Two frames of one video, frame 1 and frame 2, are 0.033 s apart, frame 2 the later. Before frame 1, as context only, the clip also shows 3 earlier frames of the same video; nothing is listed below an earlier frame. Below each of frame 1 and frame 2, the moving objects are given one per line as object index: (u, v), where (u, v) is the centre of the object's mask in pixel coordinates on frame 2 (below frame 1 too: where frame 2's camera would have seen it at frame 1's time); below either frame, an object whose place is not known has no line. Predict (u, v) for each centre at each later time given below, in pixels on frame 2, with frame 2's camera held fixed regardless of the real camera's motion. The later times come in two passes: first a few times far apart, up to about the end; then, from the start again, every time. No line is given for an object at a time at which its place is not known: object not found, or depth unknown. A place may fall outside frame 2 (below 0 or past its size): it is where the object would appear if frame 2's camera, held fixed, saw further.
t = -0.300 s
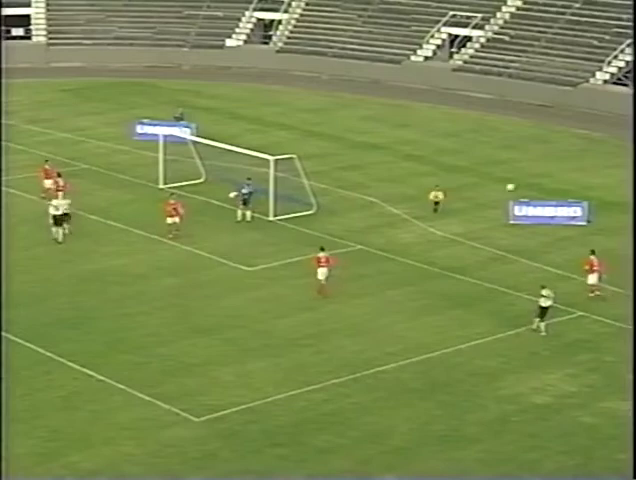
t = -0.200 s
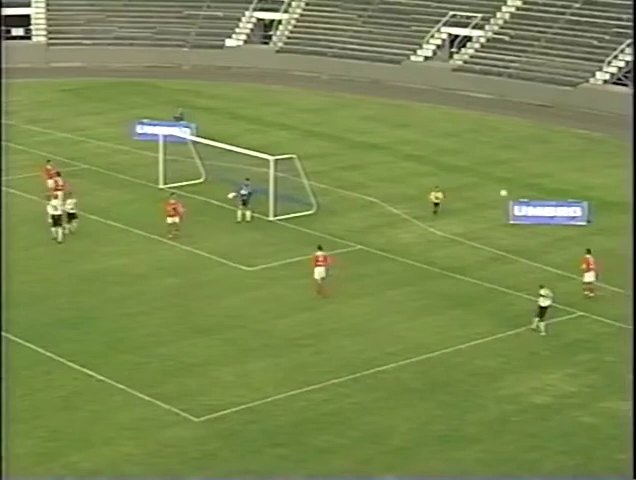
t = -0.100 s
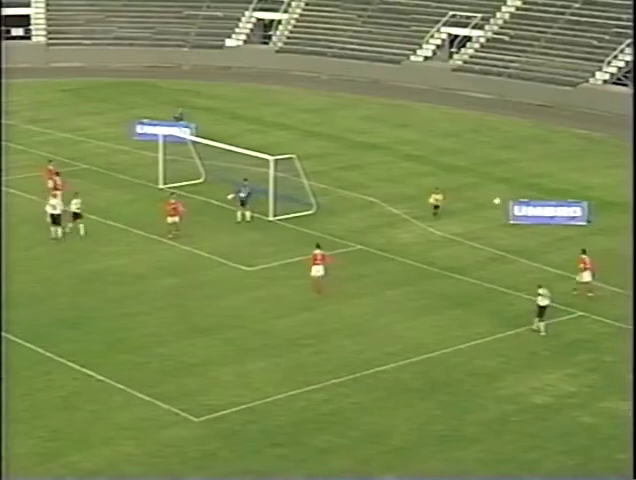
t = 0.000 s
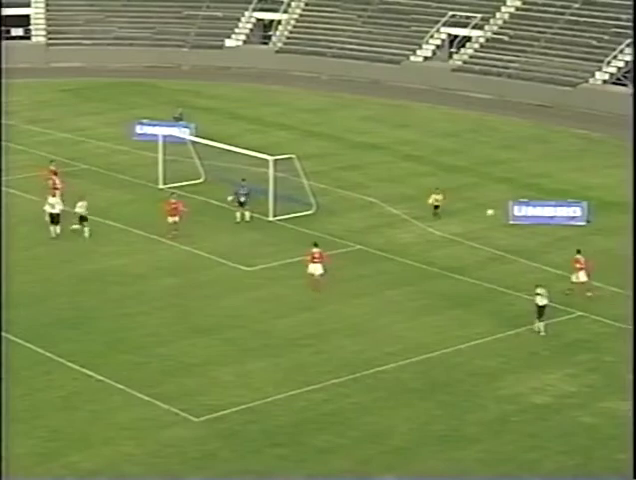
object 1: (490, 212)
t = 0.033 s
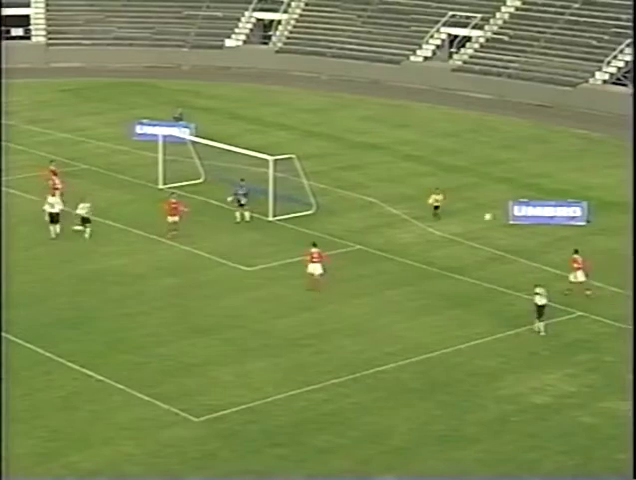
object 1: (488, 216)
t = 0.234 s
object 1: (476, 241)
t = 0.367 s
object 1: (469, 226)
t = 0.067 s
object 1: (486, 221)
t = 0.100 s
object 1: (484, 225)
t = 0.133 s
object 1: (482, 230)
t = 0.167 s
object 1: (480, 236)
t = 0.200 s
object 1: (478, 240)
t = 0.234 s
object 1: (476, 241)
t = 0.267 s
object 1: (474, 237)
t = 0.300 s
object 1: (472, 233)
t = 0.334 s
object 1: (471, 230)
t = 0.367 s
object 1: (469, 226)
